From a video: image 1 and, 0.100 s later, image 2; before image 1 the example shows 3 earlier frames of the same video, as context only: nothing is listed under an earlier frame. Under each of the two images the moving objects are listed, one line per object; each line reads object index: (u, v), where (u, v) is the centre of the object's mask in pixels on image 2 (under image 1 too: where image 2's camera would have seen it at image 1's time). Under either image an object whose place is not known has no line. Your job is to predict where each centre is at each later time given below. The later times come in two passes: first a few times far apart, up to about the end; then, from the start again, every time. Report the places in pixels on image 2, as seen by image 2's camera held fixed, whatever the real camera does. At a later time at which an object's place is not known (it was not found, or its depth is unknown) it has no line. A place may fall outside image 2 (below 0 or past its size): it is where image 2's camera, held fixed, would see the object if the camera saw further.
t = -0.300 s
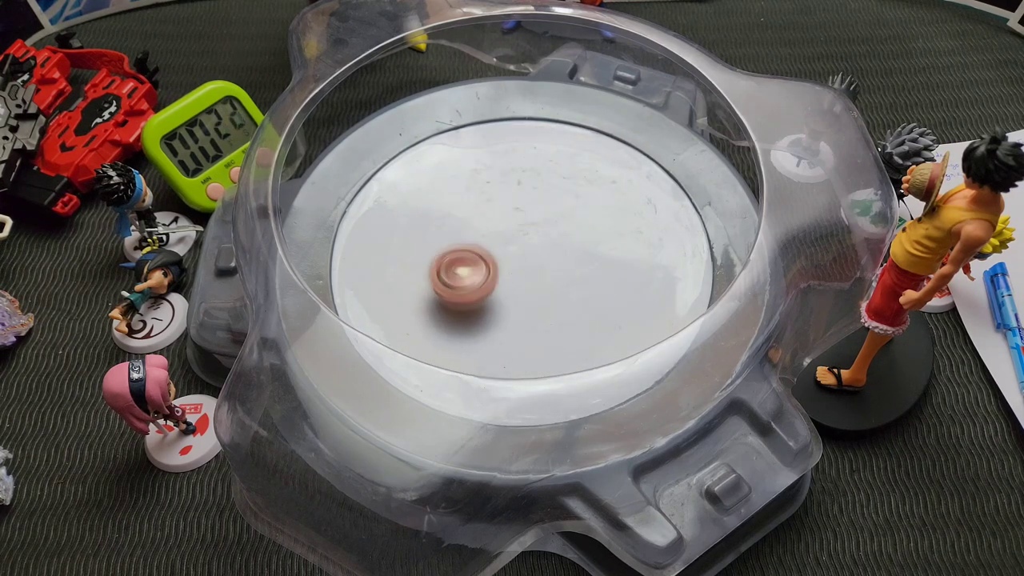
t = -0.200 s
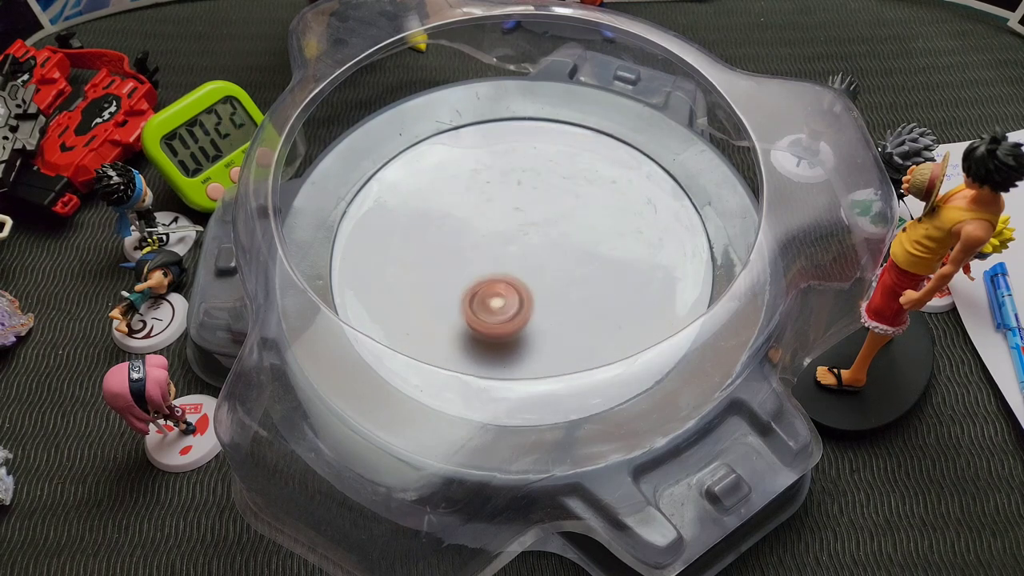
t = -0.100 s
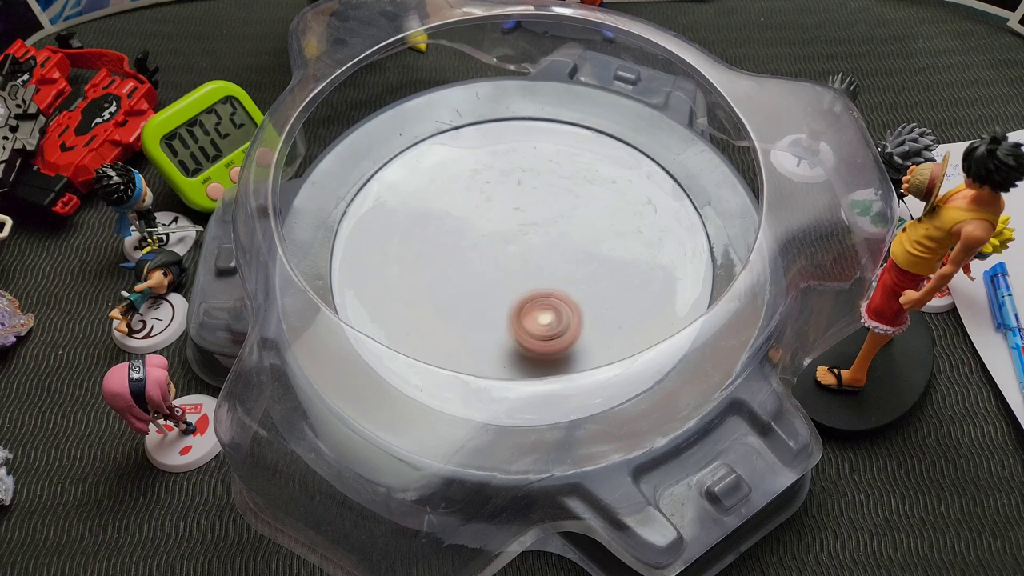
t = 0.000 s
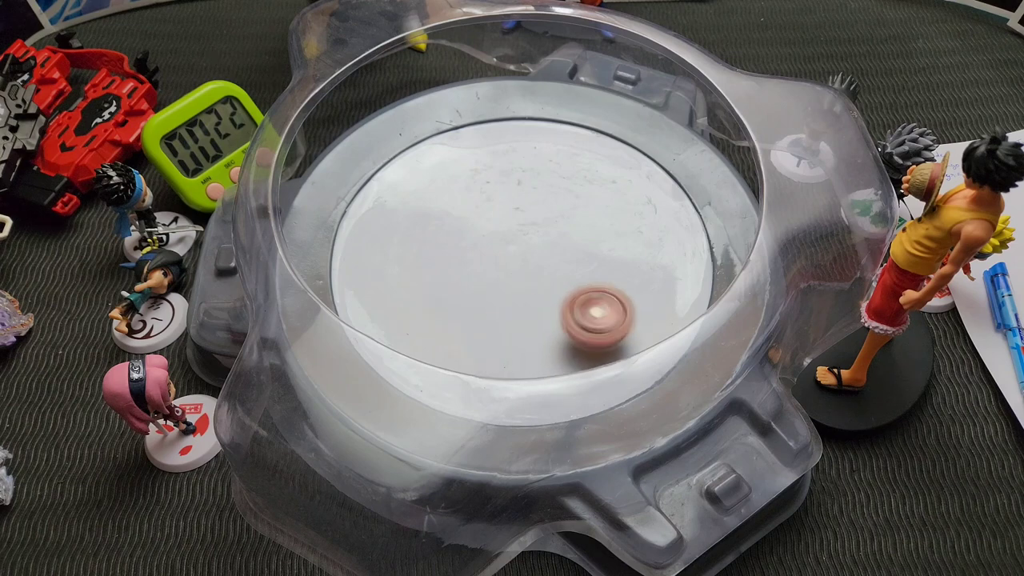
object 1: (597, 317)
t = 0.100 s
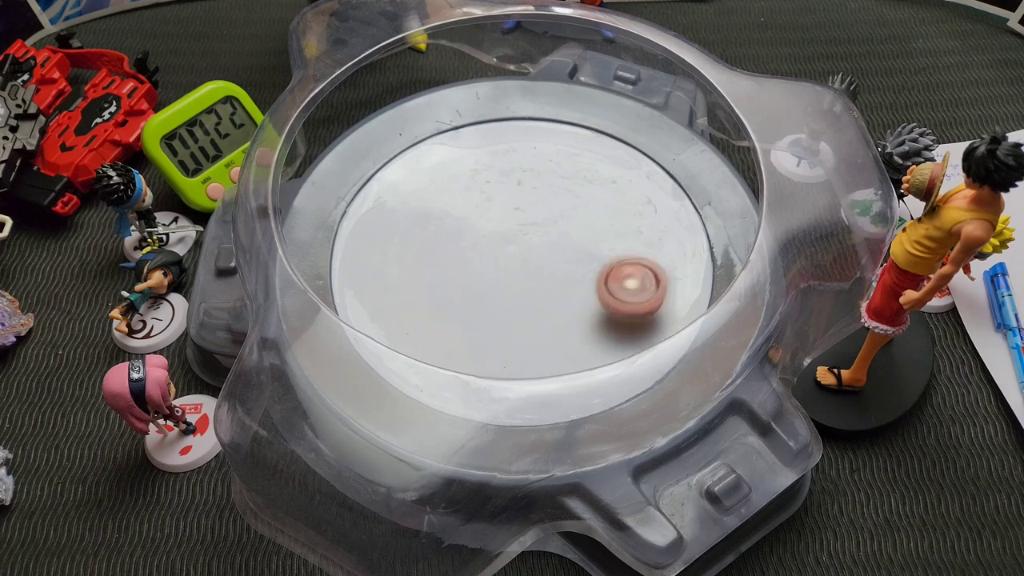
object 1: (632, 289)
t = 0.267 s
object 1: (619, 228)
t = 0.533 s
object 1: (508, 197)
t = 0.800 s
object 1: (435, 264)
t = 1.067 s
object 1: (527, 319)
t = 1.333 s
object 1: (600, 243)
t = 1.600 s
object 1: (538, 170)
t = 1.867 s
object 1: (459, 217)
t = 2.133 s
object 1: (510, 302)
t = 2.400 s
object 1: (621, 284)
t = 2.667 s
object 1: (581, 210)
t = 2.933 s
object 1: (476, 222)
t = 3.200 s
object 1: (464, 301)
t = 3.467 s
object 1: (569, 291)
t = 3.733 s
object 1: (573, 205)
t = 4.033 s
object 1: (479, 193)
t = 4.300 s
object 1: (487, 274)
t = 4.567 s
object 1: (590, 293)
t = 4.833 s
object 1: (599, 225)
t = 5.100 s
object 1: (502, 221)
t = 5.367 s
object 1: (467, 289)
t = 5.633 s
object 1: (553, 297)
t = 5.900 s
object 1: (565, 219)
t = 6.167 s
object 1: (493, 191)
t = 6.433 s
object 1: (482, 258)
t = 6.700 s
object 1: (574, 284)
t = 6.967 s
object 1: (598, 229)
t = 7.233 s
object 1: (513, 227)
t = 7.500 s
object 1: (482, 291)
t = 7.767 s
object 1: (557, 292)
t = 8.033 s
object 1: (552, 221)
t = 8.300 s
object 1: (483, 204)
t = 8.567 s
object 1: (497, 262)
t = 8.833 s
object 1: (582, 265)
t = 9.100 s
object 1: (575, 218)
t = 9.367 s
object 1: (507, 249)
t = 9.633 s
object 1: (523, 303)
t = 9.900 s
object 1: (560, 264)
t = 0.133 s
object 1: (636, 275)
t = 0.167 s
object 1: (637, 264)
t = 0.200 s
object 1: (634, 250)
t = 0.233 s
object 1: (627, 238)
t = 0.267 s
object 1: (619, 228)
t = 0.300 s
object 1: (607, 217)
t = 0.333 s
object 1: (595, 211)
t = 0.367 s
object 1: (582, 204)
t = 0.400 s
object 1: (567, 199)
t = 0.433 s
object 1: (553, 197)
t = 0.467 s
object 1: (538, 195)
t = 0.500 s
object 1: (523, 196)
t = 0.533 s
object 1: (508, 197)
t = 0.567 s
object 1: (493, 201)
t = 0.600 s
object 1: (480, 206)
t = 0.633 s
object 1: (468, 213)
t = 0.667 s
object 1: (457, 221)
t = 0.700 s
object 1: (447, 231)
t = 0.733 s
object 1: (440, 241)
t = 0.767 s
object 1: (436, 252)
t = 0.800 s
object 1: (435, 264)
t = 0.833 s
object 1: (436, 277)
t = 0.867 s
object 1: (442, 288)
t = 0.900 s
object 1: (451, 300)
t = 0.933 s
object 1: (462, 308)
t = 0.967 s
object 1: (477, 315)
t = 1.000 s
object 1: (494, 318)
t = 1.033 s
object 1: (510, 320)
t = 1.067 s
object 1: (527, 319)
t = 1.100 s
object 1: (543, 315)
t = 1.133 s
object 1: (558, 309)
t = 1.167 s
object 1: (571, 299)
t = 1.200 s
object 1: (581, 290)
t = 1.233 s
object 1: (590, 278)
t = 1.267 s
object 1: (596, 267)
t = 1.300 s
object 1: (599, 254)
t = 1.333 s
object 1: (600, 243)
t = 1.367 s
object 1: (598, 230)
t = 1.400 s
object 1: (595, 217)
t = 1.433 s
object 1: (589, 207)
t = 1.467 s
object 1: (582, 196)
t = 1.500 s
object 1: (573, 188)
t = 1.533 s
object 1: (563, 180)
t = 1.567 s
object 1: (551, 174)
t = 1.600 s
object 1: (538, 170)
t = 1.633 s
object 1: (525, 168)
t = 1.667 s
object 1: (512, 170)
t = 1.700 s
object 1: (499, 173)
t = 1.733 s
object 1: (487, 179)
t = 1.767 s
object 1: (477, 186)
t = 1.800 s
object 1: (468, 195)
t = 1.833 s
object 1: (463, 205)
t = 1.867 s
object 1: (459, 217)
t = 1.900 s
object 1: (458, 229)
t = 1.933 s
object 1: (459, 242)
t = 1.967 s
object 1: (462, 254)
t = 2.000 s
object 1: (467, 267)
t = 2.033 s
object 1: (475, 277)
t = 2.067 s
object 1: (485, 287)
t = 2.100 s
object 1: (497, 296)
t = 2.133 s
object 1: (510, 302)
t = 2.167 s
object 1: (525, 308)
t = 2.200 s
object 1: (541, 311)
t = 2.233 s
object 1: (556, 313)
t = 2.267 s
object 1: (572, 312)
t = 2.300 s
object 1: (587, 308)
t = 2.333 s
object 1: (600, 303)
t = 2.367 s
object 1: (613, 294)
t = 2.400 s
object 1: (621, 284)
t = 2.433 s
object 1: (626, 275)
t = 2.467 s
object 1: (629, 263)
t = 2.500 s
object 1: (627, 251)
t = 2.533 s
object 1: (623, 240)
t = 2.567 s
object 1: (615, 231)
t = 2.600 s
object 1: (605, 222)
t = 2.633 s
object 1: (594, 215)
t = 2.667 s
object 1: (581, 210)
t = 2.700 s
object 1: (568, 205)
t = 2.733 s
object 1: (554, 203)
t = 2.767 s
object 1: (540, 203)
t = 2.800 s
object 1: (526, 203)
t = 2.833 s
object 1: (512, 206)
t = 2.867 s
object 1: (499, 210)
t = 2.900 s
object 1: (486, 215)
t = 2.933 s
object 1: (476, 222)
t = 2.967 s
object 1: (466, 229)
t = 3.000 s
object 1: (457, 238)
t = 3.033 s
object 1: (452, 248)
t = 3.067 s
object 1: (448, 259)
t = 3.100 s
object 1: (447, 270)
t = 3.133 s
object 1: (450, 281)
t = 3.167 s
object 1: (455, 292)
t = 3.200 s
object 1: (464, 301)
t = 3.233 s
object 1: (475, 308)
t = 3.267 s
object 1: (489, 313)
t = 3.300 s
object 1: (504, 316)
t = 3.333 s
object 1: (519, 316)
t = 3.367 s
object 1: (533, 313)
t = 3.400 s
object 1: (547, 307)
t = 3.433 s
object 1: (559, 300)
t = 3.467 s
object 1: (569, 291)
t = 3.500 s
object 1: (577, 280)
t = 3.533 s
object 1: (583, 271)
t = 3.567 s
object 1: (586, 259)
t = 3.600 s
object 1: (587, 248)
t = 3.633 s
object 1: (586, 236)
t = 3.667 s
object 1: (584, 225)
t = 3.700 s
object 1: (579, 215)
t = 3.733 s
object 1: (573, 205)
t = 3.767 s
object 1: (565, 197)
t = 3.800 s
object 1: (556, 189)
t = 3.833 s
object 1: (545, 184)
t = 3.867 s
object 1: (535, 180)
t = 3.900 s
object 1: (522, 178)
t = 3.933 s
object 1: (510, 178)
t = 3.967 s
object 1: (498, 181)
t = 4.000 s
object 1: (488, 186)
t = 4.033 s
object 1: (479, 193)
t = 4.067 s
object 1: (472, 200)
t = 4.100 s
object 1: (467, 211)
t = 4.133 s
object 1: (465, 221)
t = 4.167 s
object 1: (465, 232)
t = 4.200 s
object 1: (467, 244)
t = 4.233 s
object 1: (472, 255)
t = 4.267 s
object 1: (478, 265)
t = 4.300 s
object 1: (487, 274)
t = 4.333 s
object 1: (497, 282)
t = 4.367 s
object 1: (509, 289)
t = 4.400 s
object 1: (522, 294)
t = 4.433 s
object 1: (536, 297)
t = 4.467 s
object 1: (550, 299)
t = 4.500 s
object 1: (565, 300)
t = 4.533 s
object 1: (578, 298)
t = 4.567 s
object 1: (590, 293)
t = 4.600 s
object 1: (602, 287)
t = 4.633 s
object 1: (610, 280)
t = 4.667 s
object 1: (616, 271)
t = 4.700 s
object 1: (619, 260)
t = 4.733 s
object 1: (618, 250)
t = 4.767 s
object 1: (615, 241)
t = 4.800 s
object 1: (608, 233)
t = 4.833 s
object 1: (599, 225)
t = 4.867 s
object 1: (589, 219)
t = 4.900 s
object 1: (577, 215)
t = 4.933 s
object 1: (564, 212)
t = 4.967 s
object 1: (552, 210)
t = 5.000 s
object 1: (539, 211)
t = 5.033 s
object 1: (526, 213)
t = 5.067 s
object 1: (514, 216)
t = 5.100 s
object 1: (502, 221)
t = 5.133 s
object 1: (492, 226)
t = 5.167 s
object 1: (483, 233)
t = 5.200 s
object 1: (475, 241)
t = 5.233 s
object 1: (468, 250)
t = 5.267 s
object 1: (464, 259)
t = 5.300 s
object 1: (462, 269)
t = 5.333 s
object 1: (463, 280)
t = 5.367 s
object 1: (467, 289)
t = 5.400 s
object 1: (473, 297)
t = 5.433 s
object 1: (482, 304)
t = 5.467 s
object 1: (493, 309)
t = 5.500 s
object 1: (506, 311)
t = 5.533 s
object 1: (519, 311)
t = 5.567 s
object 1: (531, 308)
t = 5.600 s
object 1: (543, 304)
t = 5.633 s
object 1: (553, 297)
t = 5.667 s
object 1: (562, 289)
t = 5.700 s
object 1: (568, 280)
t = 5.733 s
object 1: (572, 269)
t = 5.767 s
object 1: (575, 259)
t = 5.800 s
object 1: (575, 248)
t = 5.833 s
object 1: (573, 238)
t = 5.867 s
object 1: (570, 228)
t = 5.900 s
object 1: (565, 219)
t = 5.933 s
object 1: (559, 210)
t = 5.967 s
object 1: (552, 203)
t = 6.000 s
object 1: (543, 197)
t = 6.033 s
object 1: (534, 192)
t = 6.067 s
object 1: (524, 189)
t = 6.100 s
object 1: (513, 188)
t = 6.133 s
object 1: (502, 188)
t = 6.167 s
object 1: (493, 191)
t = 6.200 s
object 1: (484, 196)
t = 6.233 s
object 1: (476, 204)
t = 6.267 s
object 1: (472, 212)
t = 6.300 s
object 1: (470, 221)
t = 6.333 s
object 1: (469, 230)
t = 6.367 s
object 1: (472, 240)
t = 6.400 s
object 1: (476, 249)
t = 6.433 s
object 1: (482, 258)
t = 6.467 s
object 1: (491, 266)
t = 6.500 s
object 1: (501, 274)
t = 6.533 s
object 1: (512, 279)
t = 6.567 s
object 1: (524, 283)
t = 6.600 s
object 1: (537, 286)
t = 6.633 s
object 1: (549, 287)
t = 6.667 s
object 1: (562, 286)
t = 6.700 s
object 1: (574, 284)
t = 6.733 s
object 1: (584, 280)
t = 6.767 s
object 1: (594, 275)
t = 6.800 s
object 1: (602, 268)
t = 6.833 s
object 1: (607, 260)
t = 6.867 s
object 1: (609, 251)
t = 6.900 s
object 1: (608, 244)
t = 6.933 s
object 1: (604, 235)
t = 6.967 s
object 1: (598, 229)
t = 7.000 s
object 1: (589, 223)
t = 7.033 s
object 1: (579, 219)
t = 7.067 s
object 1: (569, 217)
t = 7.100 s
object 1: (558, 216)
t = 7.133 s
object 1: (546, 217)
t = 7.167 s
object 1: (535, 219)
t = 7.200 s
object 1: (523, 222)
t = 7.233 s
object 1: (513, 227)
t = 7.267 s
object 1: (503, 233)
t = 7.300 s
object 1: (496, 239)
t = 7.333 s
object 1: (489, 247)
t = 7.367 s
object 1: (483, 254)
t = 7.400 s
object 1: (479, 263)
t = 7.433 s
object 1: (478, 273)
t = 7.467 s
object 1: (479, 283)
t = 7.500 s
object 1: (482, 291)
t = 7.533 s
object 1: (489, 298)
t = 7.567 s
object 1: (497, 304)
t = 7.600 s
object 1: (507, 308)
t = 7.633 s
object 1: (519, 310)
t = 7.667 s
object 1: (530, 308)
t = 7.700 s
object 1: (540, 305)
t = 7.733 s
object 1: (550, 299)
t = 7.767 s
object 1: (557, 292)
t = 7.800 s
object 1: (563, 283)
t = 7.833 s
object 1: (566, 275)
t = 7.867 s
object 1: (568, 266)
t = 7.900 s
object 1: (568, 256)
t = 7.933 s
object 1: (566, 246)
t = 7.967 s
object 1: (563, 237)
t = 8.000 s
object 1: (558, 229)
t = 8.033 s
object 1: (552, 221)
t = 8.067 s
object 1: (545, 214)
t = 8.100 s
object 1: (537, 208)
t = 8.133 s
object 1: (528, 203)
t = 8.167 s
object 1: (518, 199)
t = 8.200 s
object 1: (509, 198)
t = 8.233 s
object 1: (499, 198)
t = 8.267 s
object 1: (490, 199)
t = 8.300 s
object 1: (483, 204)
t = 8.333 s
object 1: (476, 210)
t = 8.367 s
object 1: (473, 216)
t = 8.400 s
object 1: (471, 224)
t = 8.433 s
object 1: (472, 233)
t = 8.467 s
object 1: (476, 240)
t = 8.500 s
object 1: (480, 249)
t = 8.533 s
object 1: (487, 257)
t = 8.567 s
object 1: (497, 262)
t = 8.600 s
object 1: (506, 268)
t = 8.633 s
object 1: (517, 272)
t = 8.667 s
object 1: (528, 273)
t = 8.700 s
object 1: (539, 275)
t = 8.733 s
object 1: (551, 275)
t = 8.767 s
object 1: (562, 272)
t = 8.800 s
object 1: (572, 270)
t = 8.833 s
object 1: (582, 265)
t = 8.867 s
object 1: (589, 259)
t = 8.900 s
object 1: (594, 253)
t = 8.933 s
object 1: (598, 246)
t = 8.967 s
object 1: (597, 239)
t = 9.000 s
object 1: (595, 232)
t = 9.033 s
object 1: (590, 226)
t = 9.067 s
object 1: (583, 222)
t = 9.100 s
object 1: (575, 218)
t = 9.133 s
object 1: (565, 218)
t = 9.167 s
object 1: (555, 219)
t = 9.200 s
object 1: (545, 221)
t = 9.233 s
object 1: (536, 225)
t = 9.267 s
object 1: (527, 229)
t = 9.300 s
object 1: (519, 236)
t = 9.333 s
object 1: (513, 243)
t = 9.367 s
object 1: (507, 249)
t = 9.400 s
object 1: (504, 257)
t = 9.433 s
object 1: (501, 265)
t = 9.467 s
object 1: (500, 273)
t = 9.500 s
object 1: (501, 280)
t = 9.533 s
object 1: (503, 287)
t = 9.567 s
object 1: (509, 294)
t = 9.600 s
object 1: (514, 299)
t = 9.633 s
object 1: (523, 303)
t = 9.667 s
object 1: (531, 304)
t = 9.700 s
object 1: (540, 303)
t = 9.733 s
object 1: (548, 299)
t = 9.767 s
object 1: (555, 294)
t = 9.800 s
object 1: (559, 288)
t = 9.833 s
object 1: (561, 280)
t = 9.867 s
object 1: (561, 272)
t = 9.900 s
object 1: (560, 264)
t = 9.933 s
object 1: (557, 255)
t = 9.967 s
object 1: (553, 248)
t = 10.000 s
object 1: (547, 241)
